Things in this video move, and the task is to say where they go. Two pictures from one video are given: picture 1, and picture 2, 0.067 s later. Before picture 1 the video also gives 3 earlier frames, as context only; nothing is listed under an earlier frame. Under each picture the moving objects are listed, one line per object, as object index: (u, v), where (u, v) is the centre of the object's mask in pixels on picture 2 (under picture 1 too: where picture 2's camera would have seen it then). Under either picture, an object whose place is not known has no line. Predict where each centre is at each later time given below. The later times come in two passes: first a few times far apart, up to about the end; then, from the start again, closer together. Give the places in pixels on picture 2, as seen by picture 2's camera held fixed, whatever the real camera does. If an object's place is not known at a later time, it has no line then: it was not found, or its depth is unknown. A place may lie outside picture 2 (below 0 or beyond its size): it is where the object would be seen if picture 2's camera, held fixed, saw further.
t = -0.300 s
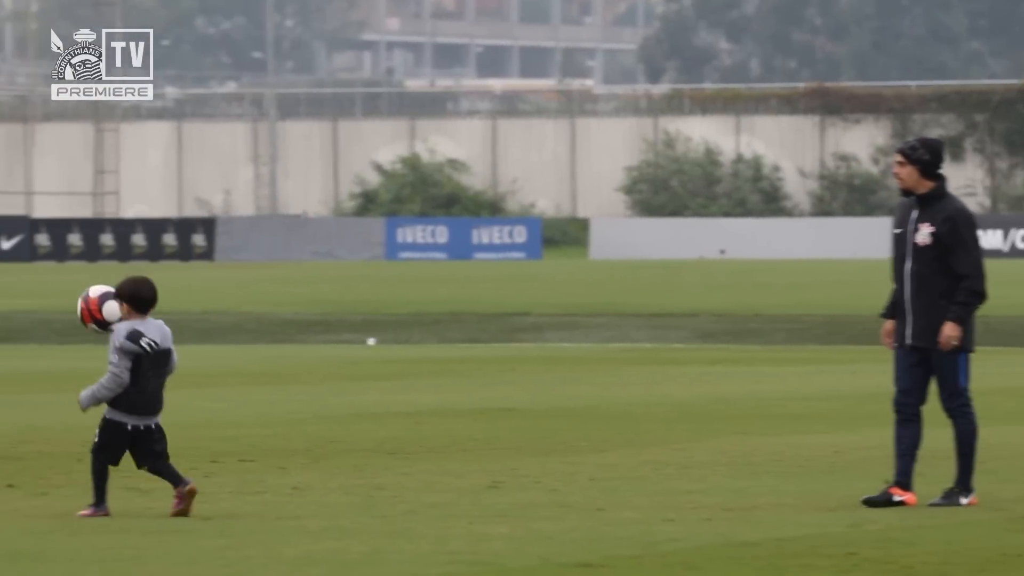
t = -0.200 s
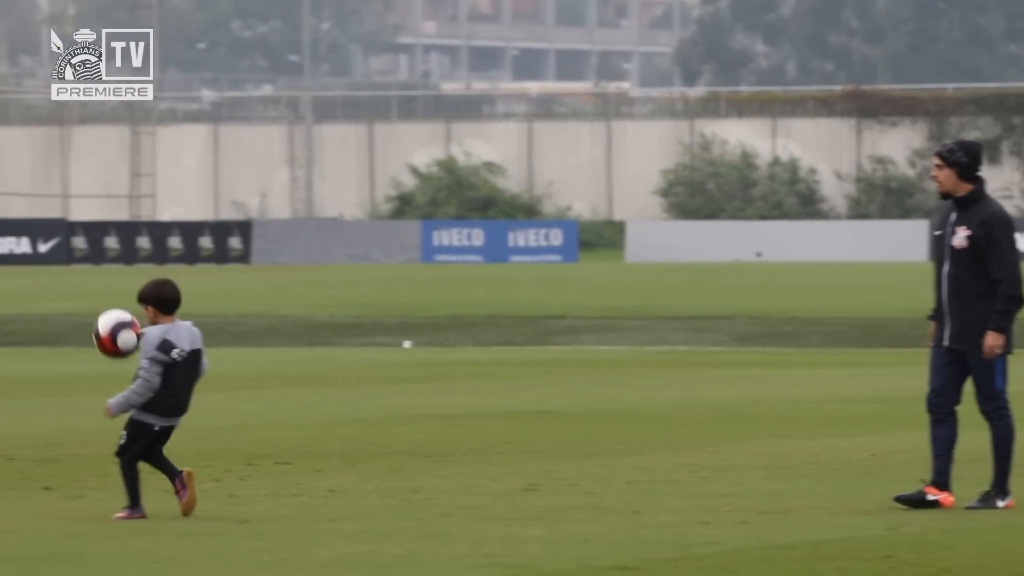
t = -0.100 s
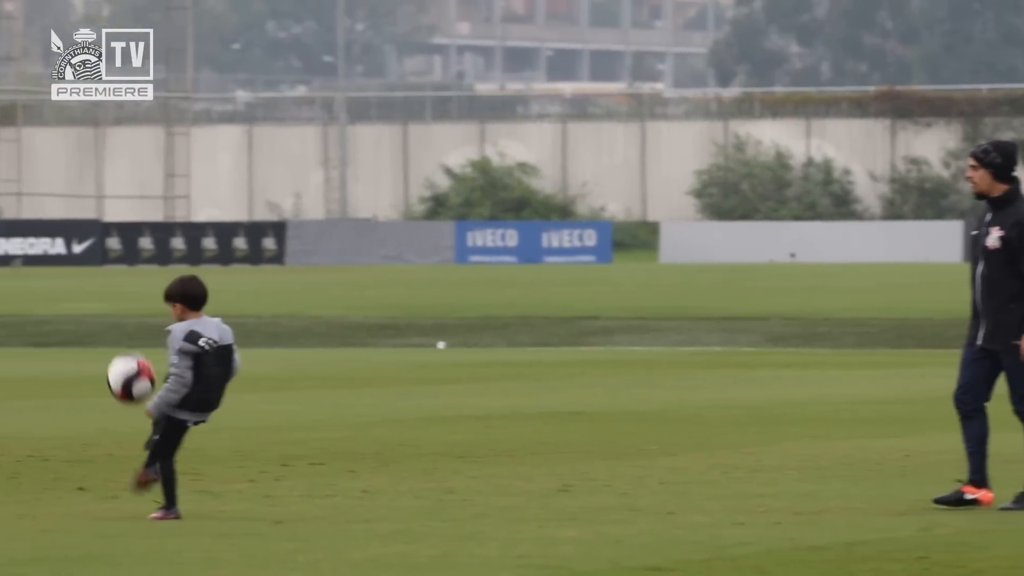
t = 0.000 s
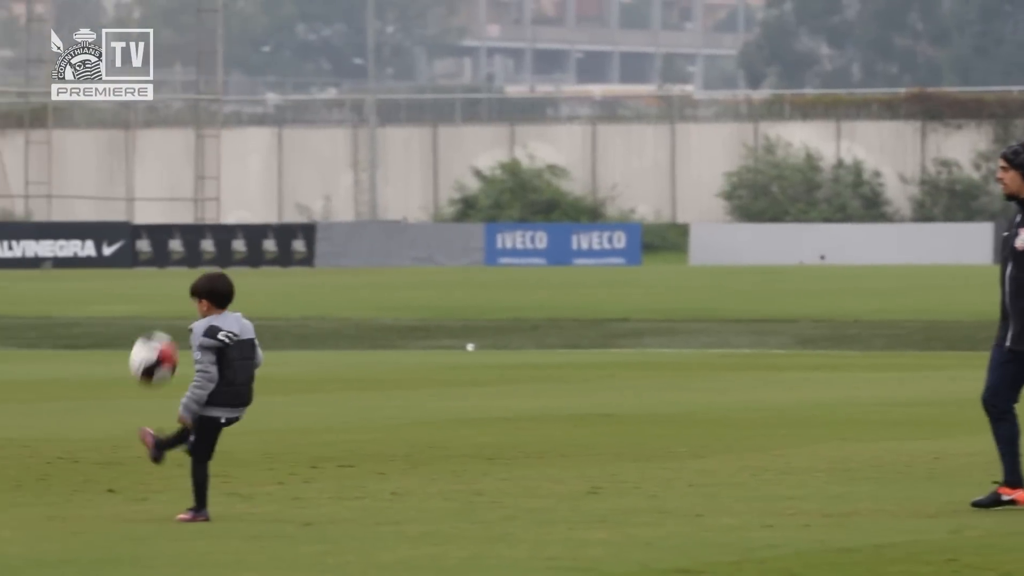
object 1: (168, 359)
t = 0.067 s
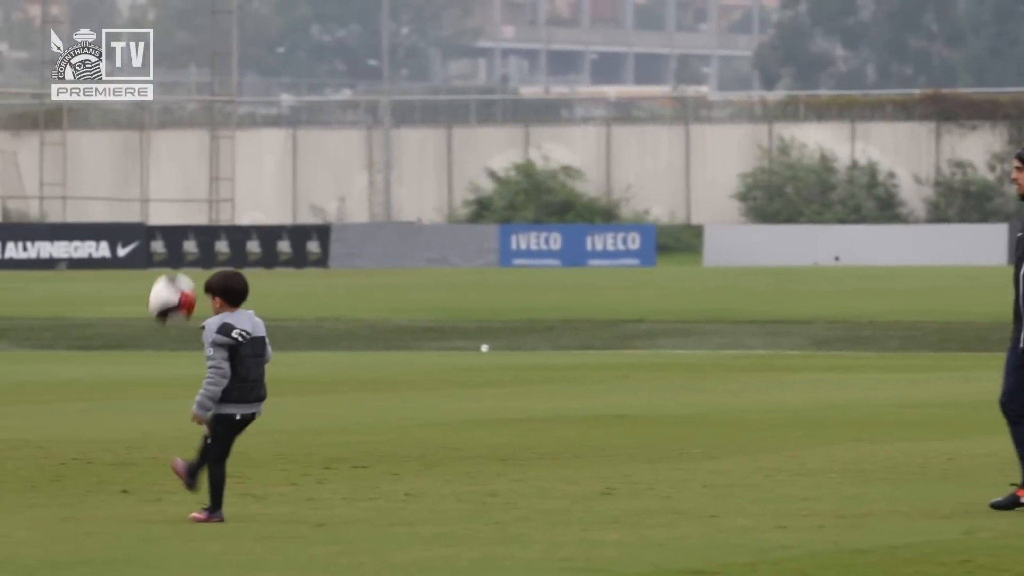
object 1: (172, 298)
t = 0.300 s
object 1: (188, 159)
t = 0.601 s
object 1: (208, 143)
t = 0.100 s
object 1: (175, 270)
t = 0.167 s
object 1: (179, 226)
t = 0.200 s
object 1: (182, 205)
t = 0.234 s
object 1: (183, 187)
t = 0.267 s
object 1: (185, 172)
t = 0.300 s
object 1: (188, 159)
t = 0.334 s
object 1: (191, 147)
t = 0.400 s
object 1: (194, 132)
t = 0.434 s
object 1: (196, 128)
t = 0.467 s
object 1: (199, 126)
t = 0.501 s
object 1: (202, 127)
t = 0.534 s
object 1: (204, 130)
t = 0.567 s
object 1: (206, 135)
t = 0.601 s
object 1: (208, 143)
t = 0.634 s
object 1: (211, 153)
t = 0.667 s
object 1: (212, 166)
